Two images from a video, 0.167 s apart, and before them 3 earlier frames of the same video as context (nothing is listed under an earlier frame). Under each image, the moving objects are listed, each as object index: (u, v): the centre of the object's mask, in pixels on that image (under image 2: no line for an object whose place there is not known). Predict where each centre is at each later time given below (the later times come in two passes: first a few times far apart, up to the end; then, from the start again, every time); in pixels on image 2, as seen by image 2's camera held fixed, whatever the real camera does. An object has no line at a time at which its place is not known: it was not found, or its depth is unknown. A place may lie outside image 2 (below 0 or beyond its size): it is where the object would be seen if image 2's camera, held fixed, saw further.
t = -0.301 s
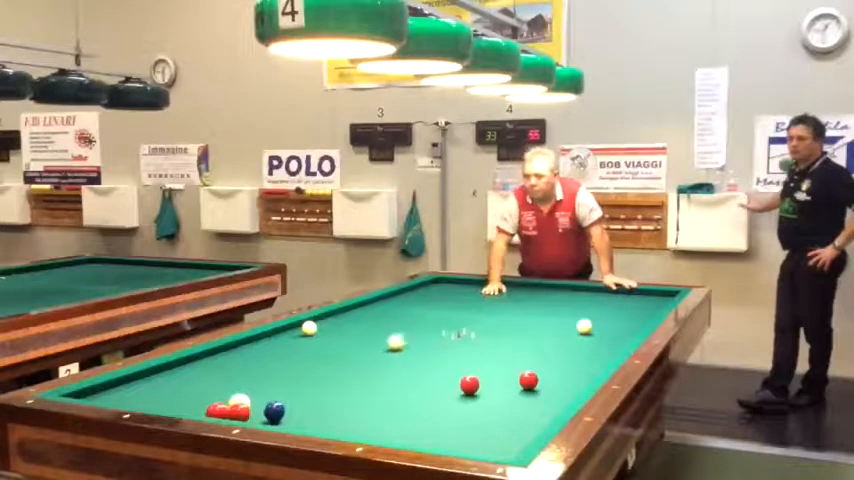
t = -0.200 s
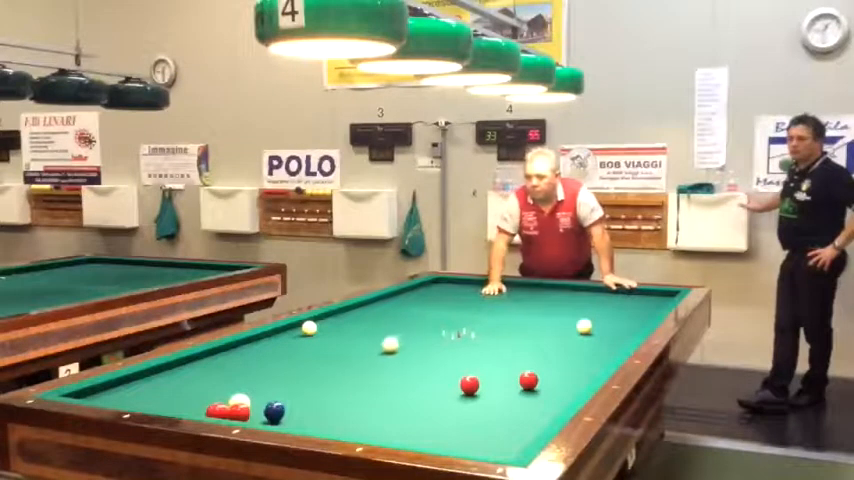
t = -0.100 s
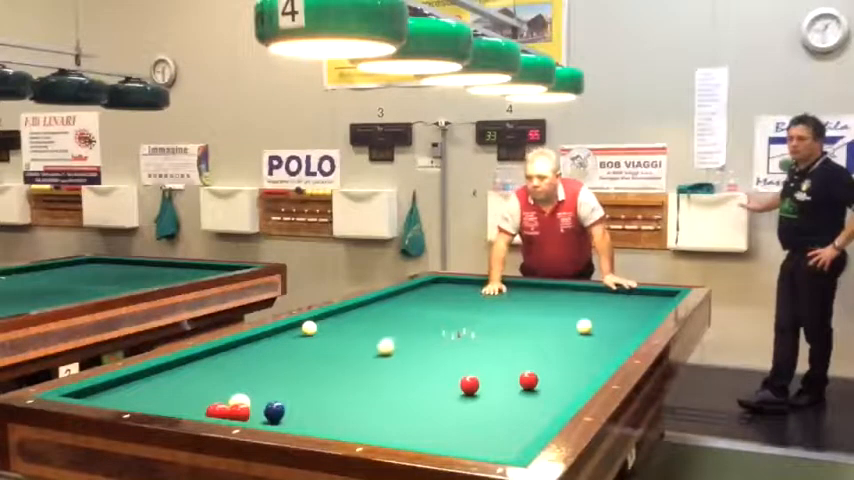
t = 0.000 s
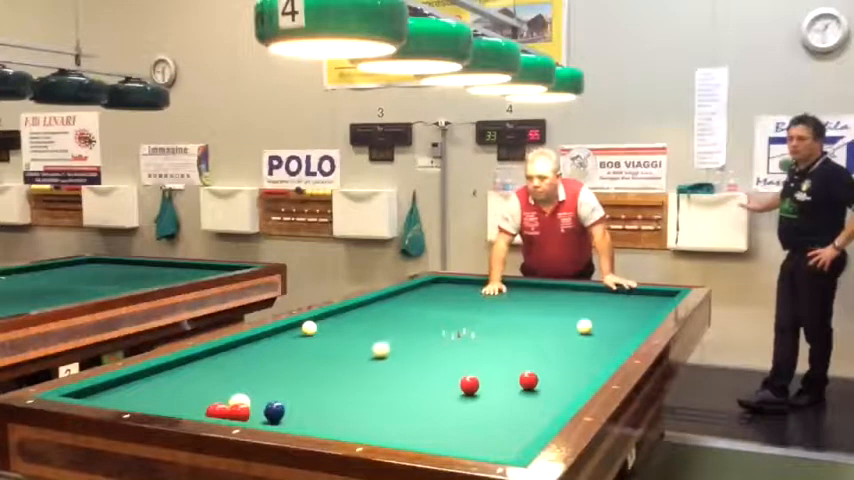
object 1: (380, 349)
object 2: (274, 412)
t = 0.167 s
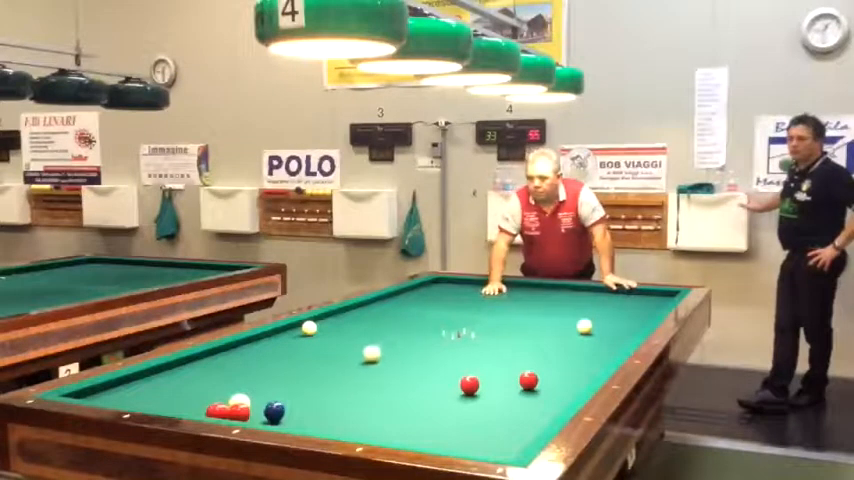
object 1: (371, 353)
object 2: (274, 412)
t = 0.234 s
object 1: (368, 354)
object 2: (274, 412)
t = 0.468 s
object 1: (355, 361)
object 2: (274, 412)
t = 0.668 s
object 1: (344, 366)
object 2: (274, 412)
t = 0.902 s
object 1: (330, 373)
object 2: (274, 412)
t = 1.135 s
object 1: (314, 380)
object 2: (274, 412)
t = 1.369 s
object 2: (274, 412)
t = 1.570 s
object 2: (274, 412)
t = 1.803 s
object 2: (274, 412)
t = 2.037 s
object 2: (277, 413)
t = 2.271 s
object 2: (282, 414)
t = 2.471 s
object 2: (286, 416)
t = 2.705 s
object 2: (289, 417)
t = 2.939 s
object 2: (293, 418)
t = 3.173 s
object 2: (297, 419)
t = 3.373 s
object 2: (299, 420)
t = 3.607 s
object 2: (302, 420)
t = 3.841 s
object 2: (304, 420)
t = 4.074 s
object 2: (306, 421)
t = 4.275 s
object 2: (307, 421)
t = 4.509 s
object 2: (308, 421)
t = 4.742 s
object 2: (308, 421)
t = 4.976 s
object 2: (308, 421)
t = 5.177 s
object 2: (308, 421)
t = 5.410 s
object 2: (308, 421)
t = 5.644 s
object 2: (308, 421)
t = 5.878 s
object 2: (308, 422)
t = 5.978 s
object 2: (308, 422)
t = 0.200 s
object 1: (370, 353)
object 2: (274, 412)
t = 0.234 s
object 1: (368, 354)
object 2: (274, 412)
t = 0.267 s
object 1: (366, 355)
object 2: (274, 412)
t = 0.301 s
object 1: (364, 356)
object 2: (274, 412)
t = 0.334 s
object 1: (362, 357)
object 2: (274, 412)
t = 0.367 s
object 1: (361, 358)
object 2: (274, 412)
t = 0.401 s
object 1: (359, 359)
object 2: (274, 412)
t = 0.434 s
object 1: (357, 360)
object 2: (274, 412)
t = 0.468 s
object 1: (355, 361)
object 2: (274, 412)
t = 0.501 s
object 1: (353, 361)
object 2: (274, 412)
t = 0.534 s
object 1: (351, 363)
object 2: (274, 412)
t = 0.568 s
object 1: (350, 363)
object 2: (274, 412)
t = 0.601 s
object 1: (348, 364)
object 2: (274, 412)
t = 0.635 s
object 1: (346, 366)
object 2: (274, 412)
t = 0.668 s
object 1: (344, 366)
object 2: (274, 412)
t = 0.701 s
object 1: (342, 367)
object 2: (274, 412)
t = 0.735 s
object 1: (339, 368)
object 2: (274, 412)
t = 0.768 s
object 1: (337, 369)
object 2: (274, 412)
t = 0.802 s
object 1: (336, 370)
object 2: (274, 412)
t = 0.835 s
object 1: (333, 371)
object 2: (274, 412)
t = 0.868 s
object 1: (331, 372)
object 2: (274, 412)
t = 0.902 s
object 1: (330, 373)
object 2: (274, 412)
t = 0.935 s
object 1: (327, 374)
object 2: (274, 412)
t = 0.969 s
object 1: (325, 375)
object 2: (274, 412)
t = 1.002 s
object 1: (323, 376)
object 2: (274, 412)
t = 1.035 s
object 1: (321, 377)
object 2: (274, 412)
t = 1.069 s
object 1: (319, 378)
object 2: (274, 412)
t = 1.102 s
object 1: (317, 379)
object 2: (274, 412)
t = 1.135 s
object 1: (314, 380)
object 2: (274, 412)
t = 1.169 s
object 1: (312, 381)
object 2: (274, 412)
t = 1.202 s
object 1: (310, 382)
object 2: (274, 412)
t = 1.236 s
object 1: (308, 383)
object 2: (274, 412)
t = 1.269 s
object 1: (306, 384)
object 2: (274, 412)
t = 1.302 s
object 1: (303, 385)
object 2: (274, 412)
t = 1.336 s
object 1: (301, 386)
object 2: (274, 412)
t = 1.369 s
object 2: (274, 412)
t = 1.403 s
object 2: (274, 412)
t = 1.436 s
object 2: (274, 412)
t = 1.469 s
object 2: (274, 412)
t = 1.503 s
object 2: (274, 412)
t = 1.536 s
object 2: (274, 412)
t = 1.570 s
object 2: (274, 412)
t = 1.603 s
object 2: (274, 412)
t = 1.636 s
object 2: (274, 412)
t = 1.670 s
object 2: (274, 412)
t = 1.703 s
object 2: (274, 412)
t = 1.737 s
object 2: (274, 412)
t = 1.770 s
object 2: (274, 412)
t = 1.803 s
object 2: (274, 412)
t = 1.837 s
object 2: (273, 412)
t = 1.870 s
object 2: (273, 412)
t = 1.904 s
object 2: (274, 412)
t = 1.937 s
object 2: (275, 412)
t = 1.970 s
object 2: (276, 412)
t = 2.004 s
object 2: (276, 413)
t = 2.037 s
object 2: (277, 413)
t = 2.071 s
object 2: (278, 413)
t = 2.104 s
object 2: (278, 413)
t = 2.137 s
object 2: (279, 414)
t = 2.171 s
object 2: (280, 414)
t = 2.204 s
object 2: (280, 414)
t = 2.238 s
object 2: (281, 414)
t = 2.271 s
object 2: (282, 414)
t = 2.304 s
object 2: (283, 415)
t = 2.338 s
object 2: (283, 415)
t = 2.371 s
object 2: (284, 415)
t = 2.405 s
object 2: (284, 415)
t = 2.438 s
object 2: (285, 416)
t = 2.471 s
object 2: (286, 416)
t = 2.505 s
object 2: (286, 416)
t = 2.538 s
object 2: (287, 416)
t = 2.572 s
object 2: (287, 416)
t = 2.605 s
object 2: (288, 417)
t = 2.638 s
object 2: (288, 416)
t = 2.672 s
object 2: (289, 417)
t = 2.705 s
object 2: (289, 417)
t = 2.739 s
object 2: (290, 417)
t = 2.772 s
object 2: (291, 417)
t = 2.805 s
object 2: (291, 417)
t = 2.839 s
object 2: (292, 418)
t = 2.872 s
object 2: (292, 418)
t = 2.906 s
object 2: (292, 418)
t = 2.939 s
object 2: (293, 418)
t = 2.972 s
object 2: (294, 418)
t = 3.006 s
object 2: (294, 418)
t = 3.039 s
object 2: (295, 418)
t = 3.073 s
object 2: (295, 418)
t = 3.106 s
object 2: (296, 418)
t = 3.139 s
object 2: (296, 419)
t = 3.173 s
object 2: (297, 419)
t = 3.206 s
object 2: (297, 419)
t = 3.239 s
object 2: (297, 419)
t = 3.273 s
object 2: (298, 419)
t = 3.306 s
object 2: (298, 419)
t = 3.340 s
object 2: (299, 419)
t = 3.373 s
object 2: (299, 420)
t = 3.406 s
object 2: (300, 420)
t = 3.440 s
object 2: (300, 420)
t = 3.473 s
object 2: (300, 420)
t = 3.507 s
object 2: (301, 420)
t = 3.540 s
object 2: (301, 420)
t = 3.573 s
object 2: (301, 420)
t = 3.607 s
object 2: (302, 420)
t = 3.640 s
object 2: (302, 420)
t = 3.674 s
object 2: (302, 420)
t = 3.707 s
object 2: (303, 420)
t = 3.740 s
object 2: (303, 420)
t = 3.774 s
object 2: (303, 420)
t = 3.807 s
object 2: (304, 420)
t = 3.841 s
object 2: (304, 420)
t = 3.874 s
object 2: (304, 420)
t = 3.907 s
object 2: (305, 421)
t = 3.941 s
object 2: (305, 421)
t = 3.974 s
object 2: (305, 421)
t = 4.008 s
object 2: (305, 421)
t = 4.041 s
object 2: (306, 421)
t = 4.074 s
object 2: (306, 421)
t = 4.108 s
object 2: (306, 421)
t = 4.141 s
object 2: (306, 421)
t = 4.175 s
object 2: (306, 421)
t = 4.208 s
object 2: (306, 421)
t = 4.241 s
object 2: (307, 421)
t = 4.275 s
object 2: (307, 421)
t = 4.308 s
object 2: (307, 421)
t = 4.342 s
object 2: (307, 421)
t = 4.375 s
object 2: (307, 421)
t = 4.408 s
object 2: (307, 421)
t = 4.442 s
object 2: (307, 421)
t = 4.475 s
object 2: (307, 421)
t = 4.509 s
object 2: (308, 421)
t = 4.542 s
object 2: (308, 421)
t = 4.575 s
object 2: (308, 421)
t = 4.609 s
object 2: (308, 421)
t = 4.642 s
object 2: (308, 421)
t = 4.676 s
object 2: (308, 421)
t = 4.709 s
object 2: (308, 421)
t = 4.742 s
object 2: (308, 421)
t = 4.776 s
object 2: (308, 421)
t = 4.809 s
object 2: (308, 421)
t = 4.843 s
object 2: (308, 421)
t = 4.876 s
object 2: (308, 421)
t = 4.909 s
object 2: (308, 421)
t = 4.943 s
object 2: (308, 421)
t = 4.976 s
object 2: (308, 421)
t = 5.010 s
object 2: (308, 421)
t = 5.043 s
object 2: (308, 421)
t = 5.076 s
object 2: (308, 421)
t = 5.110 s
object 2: (308, 421)
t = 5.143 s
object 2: (308, 421)
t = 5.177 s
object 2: (308, 421)
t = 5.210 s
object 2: (308, 421)
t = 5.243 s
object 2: (308, 421)
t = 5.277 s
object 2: (308, 421)
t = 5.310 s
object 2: (308, 421)
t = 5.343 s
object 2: (308, 421)
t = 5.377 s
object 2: (308, 421)
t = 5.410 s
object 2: (308, 421)
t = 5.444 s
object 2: (308, 421)
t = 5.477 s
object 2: (308, 421)
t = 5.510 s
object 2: (308, 421)
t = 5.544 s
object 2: (308, 421)
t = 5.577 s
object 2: (308, 421)
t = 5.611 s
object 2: (308, 421)
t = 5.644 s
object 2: (308, 421)
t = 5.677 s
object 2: (308, 421)
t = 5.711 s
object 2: (308, 421)
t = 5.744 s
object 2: (308, 421)
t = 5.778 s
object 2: (308, 422)
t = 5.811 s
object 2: (308, 422)
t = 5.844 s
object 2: (308, 422)
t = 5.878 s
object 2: (308, 422)
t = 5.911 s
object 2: (308, 422)
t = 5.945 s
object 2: (308, 422)
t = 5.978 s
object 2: (308, 422)
